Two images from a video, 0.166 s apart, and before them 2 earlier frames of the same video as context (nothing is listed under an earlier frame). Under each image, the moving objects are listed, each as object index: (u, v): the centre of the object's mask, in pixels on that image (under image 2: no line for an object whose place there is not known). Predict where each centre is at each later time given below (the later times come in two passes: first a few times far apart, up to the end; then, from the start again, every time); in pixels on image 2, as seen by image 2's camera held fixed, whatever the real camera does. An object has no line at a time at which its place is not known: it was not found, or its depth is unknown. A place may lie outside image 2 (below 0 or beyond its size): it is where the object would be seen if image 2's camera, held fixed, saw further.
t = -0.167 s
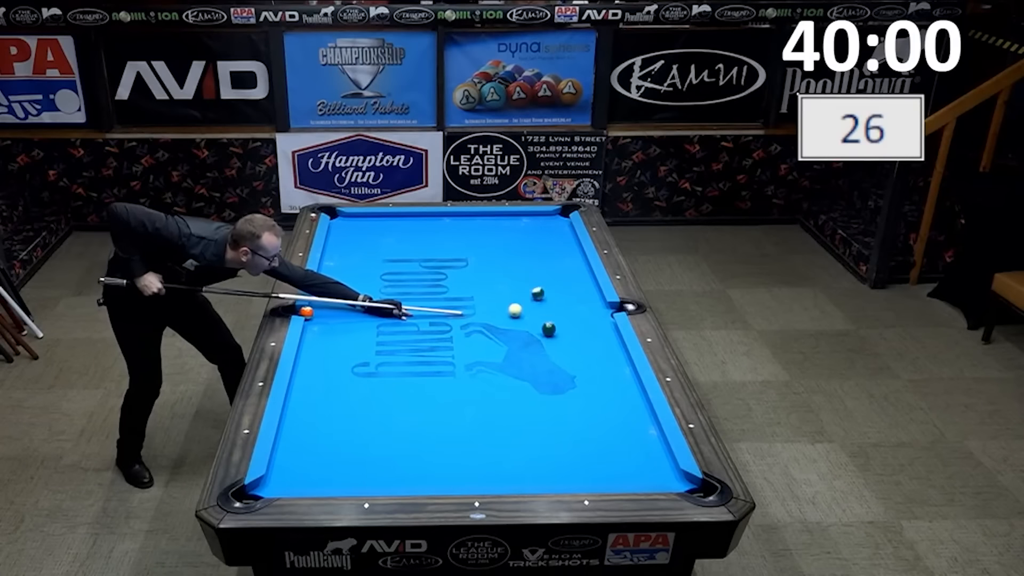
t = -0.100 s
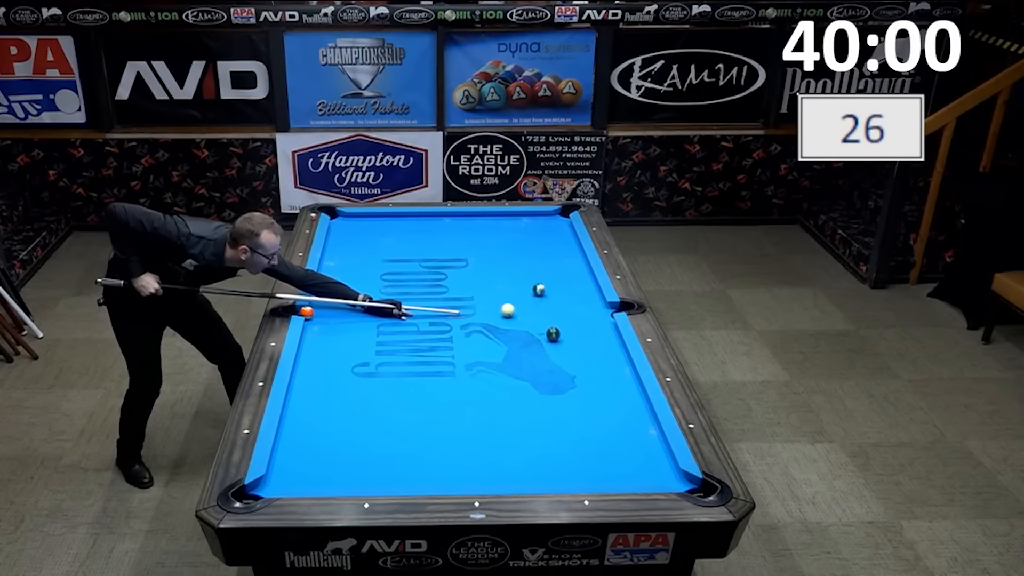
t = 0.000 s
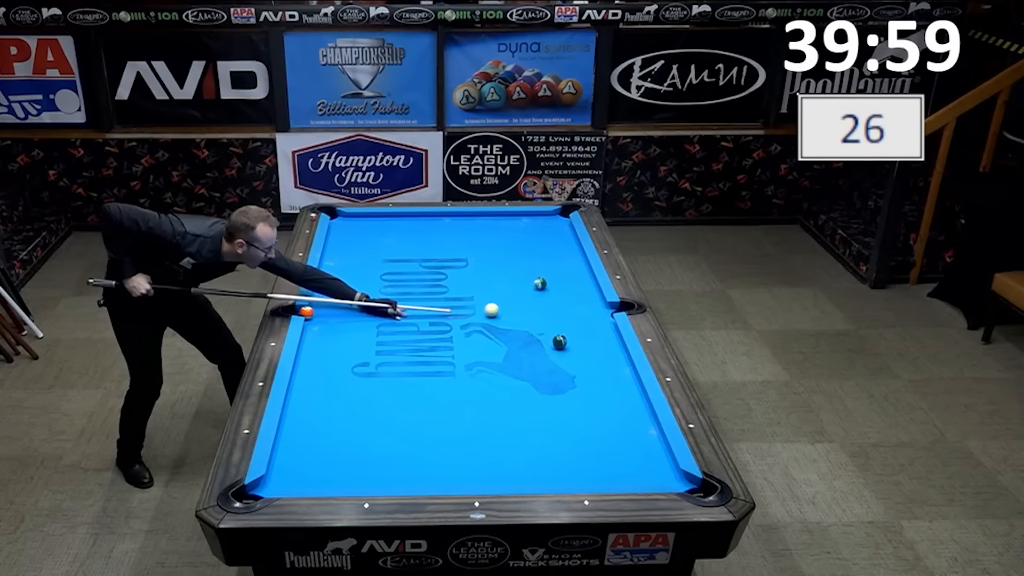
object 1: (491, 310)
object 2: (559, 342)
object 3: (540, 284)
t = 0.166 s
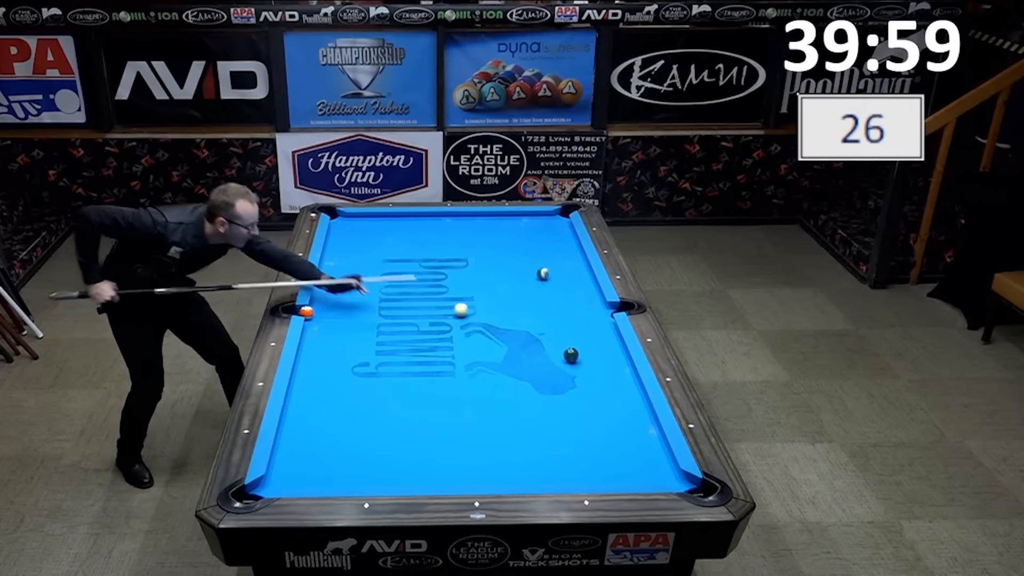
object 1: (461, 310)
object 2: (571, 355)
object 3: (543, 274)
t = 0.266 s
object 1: (442, 310)
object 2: (578, 364)
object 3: (544, 269)
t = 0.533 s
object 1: (398, 310)
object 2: (596, 385)
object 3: (547, 255)
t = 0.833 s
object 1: (343, 310)
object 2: (621, 413)
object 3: (550, 241)
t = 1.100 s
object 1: (314, 307)
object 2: (642, 439)
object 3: (553, 230)
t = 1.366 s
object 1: (319, 309)
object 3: (555, 219)
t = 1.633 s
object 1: (324, 310)
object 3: (561, 212)
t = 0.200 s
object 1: (455, 310)
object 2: (573, 358)
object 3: (543, 272)
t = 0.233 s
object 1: (448, 310)
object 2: (575, 361)
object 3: (543, 270)
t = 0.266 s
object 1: (442, 310)
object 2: (578, 364)
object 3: (544, 269)
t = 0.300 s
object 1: (436, 310)
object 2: (580, 366)
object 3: (544, 266)
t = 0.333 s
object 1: (430, 310)
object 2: (583, 369)
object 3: (545, 265)
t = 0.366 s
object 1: (424, 310)
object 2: (585, 372)
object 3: (545, 263)
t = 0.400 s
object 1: (418, 310)
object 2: (587, 375)
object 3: (546, 262)
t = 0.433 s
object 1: (413, 310)
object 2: (590, 377)
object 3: (546, 259)
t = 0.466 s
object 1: (407, 310)
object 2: (592, 380)
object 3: (546, 258)
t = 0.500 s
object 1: (404, 310)
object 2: (594, 382)
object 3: (547, 257)
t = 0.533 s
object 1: (398, 310)
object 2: (596, 385)
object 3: (547, 255)
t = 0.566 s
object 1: (389, 310)
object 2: (600, 389)
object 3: (548, 253)
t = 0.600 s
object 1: (383, 310)
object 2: (603, 392)
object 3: (548, 251)
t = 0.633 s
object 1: (378, 309)
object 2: (605, 395)
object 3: (548, 249)
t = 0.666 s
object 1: (372, 310)
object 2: (608, 398)
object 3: (549, 249)
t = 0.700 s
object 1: (366, 310)
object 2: (610, 401)
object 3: (549, 246)
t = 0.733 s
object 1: (360, 310)
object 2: (613, 404)
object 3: (549, 245)
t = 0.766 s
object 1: (355, 310)
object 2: (615, 407)
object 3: (550, 243)
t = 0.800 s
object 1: (349, 310)
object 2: (618, 410)
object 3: (550, 242)
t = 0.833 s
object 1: (343, 310)
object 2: (621, 413)
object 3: (550, 241)
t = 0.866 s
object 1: (338, 310)
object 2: (623, 416)
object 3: (551, 239)
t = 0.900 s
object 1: (335, 310)
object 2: (625, 418)
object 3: (551, 238)
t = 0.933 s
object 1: (330, 310)
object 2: (628, 421)
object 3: (551, 237)
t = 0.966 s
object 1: (321, 310)
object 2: (631, 426)
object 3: (552, 235)
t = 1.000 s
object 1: (319, 310)
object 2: (634, 429)
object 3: (552, 233)
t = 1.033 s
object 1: (317, 309)
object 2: (637, 433)
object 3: (552, 232)
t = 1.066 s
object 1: (314, 308)
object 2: (640, 436)
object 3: (553, 231)
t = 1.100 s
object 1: (314, 307)
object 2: (642, 439)
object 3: (553, 230)
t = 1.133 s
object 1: (314, 308)
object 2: (645, 442)
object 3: (553, 228)
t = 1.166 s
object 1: (315, 308)
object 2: (648, 445)
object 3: (553, 227)
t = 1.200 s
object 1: (316, 308)
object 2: (651, 449)
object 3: (554, 225)
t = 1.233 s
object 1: (317, 308)
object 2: (654, 452)
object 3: (554, 224)
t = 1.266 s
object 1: (317, 308)
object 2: (657, 456)
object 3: (554, 224)
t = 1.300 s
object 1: (318, 308)
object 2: (658, 457)
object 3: (554, 223)
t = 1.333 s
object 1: (318, 309)
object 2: (661, 461)
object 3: (555, 221)
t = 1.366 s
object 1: (319, 309)
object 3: (555, 219)
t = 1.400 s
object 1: (320, 309)
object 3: (555, 218)
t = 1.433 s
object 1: (321, 309)
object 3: (555, 217)
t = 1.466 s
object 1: (321, 309)
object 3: (555, 216)
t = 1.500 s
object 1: (322, 310)
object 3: (556, 214)
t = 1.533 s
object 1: (322, 310)
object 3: (556, 213)
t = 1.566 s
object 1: (323, 310)
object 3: (558, 213)
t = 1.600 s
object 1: (323, 310)
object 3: (559, 212)
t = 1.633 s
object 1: (324, 310)
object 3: (561, 212)
